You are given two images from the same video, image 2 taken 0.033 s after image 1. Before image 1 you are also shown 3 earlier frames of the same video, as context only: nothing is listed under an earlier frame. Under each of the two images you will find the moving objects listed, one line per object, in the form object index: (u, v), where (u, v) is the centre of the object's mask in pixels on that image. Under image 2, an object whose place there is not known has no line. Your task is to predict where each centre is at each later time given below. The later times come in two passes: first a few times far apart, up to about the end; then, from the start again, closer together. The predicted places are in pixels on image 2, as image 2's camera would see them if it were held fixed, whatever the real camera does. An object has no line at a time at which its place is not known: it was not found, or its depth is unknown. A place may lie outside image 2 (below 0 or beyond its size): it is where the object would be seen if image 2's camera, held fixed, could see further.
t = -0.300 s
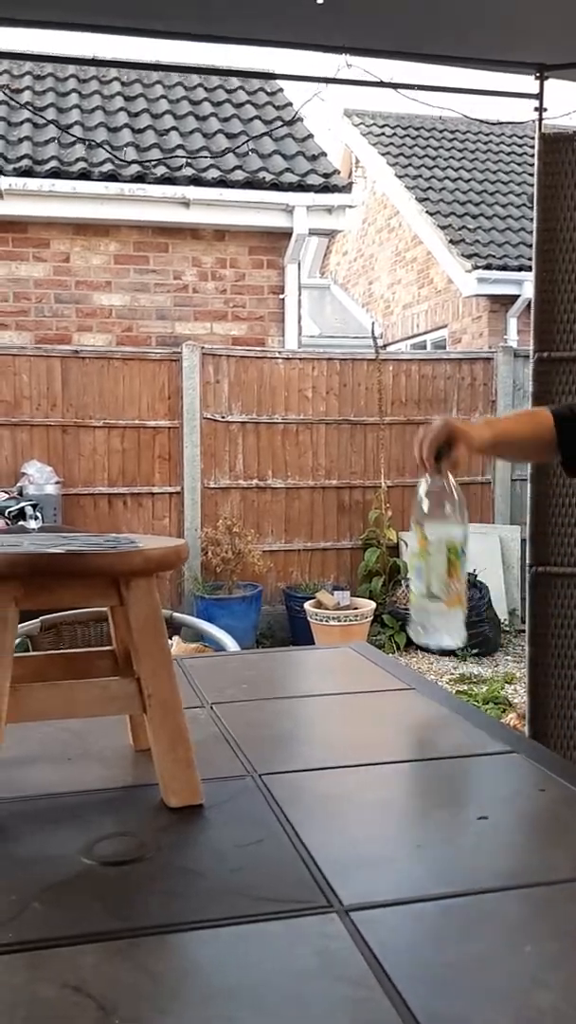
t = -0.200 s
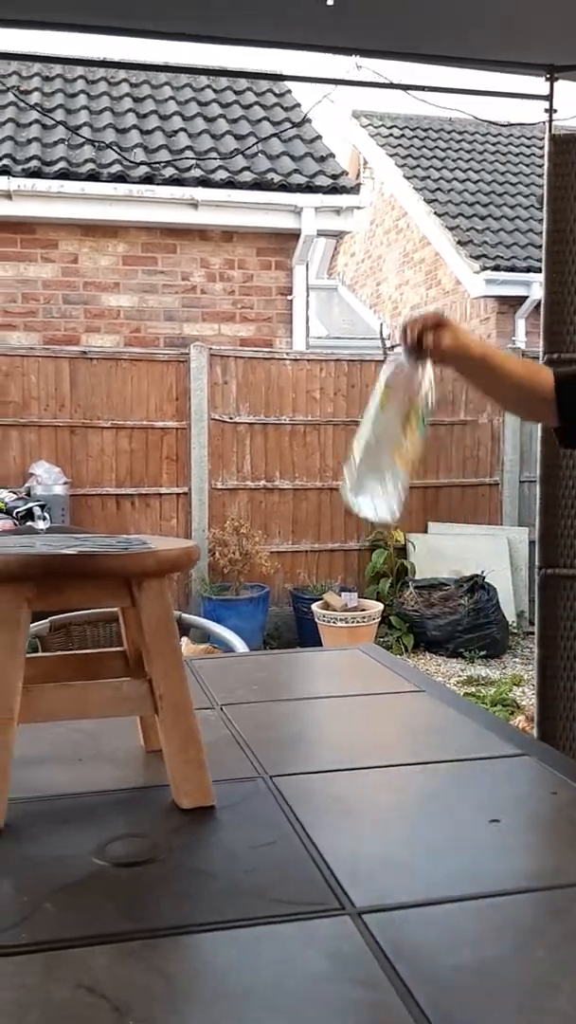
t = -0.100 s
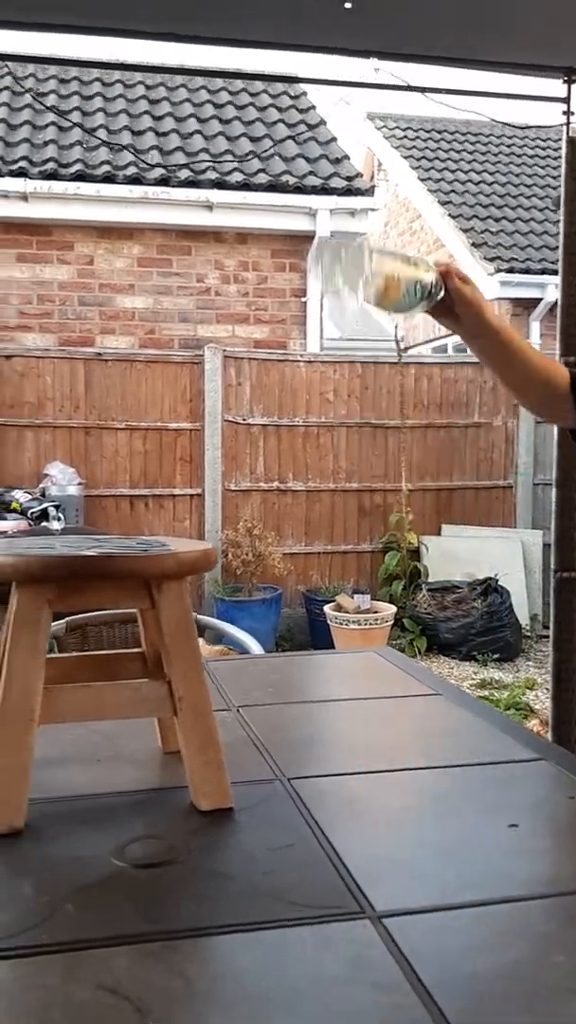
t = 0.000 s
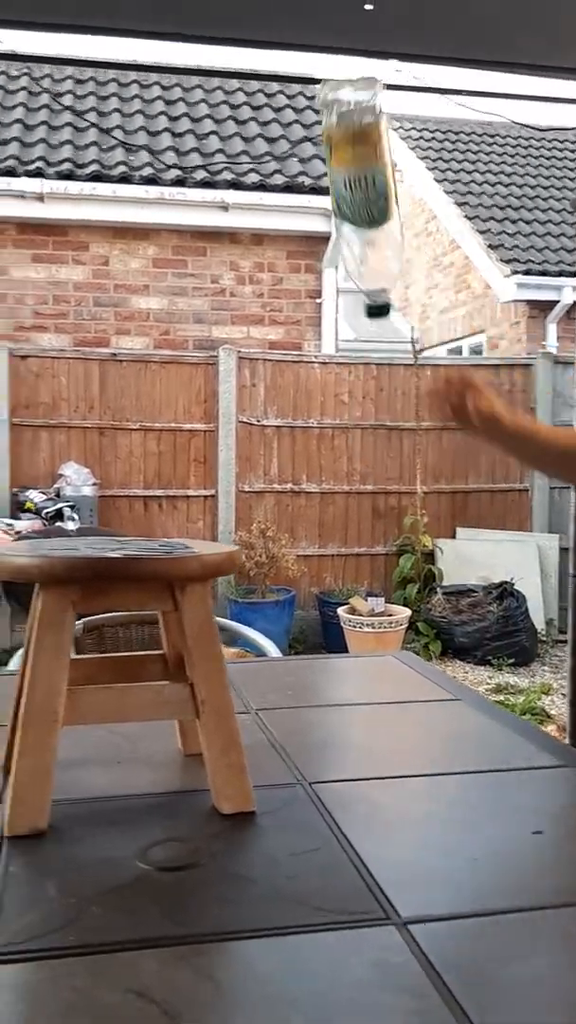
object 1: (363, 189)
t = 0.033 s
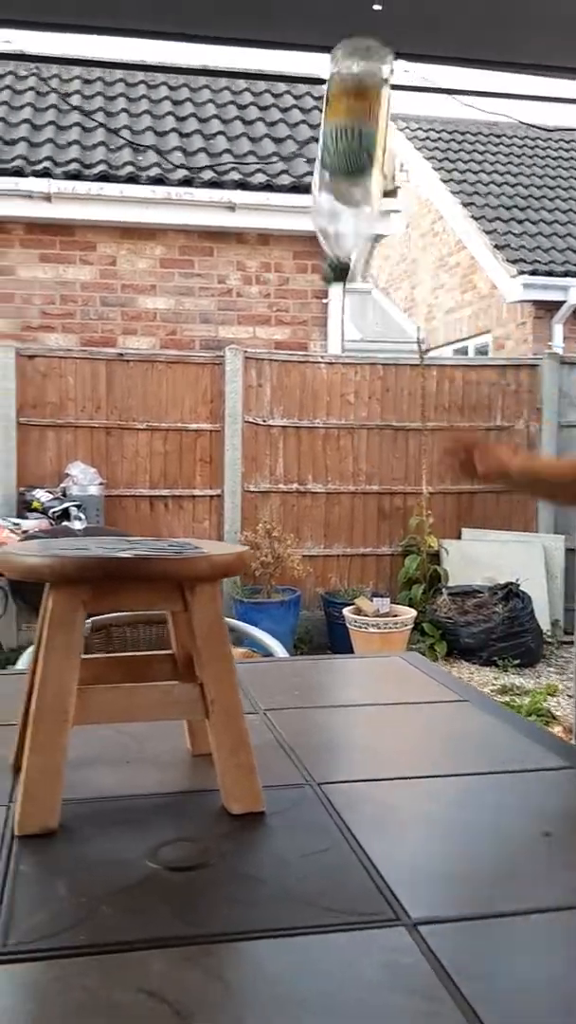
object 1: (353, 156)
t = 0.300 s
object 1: (279, 156)
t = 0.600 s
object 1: (333, 510)
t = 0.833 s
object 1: (381, 705)
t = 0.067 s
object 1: (334, 119)
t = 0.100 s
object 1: (316, 89)
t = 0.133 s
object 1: (303, 60)
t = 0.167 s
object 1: (303, 57)
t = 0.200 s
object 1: (301, 68)
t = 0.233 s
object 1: (296, 87)
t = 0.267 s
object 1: (287, 113)
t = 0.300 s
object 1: (279, 156)
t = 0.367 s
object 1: (267, 291)
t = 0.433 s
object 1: (256, 439)
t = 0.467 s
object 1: (270, 443)
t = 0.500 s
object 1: (289, 451)
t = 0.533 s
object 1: (301, 464)
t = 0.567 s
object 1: (317, 484)
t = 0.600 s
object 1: (333, 510)
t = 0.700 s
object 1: (371, 642)
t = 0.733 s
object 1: (376, 705)
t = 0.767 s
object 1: (383, 710)
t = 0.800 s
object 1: (382, 707)
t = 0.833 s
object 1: (381, 705)
